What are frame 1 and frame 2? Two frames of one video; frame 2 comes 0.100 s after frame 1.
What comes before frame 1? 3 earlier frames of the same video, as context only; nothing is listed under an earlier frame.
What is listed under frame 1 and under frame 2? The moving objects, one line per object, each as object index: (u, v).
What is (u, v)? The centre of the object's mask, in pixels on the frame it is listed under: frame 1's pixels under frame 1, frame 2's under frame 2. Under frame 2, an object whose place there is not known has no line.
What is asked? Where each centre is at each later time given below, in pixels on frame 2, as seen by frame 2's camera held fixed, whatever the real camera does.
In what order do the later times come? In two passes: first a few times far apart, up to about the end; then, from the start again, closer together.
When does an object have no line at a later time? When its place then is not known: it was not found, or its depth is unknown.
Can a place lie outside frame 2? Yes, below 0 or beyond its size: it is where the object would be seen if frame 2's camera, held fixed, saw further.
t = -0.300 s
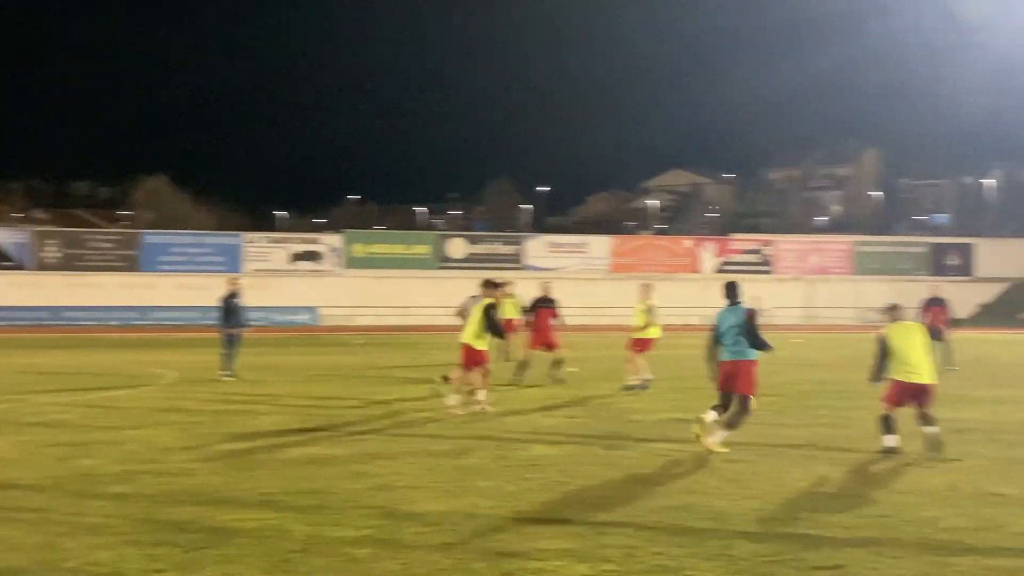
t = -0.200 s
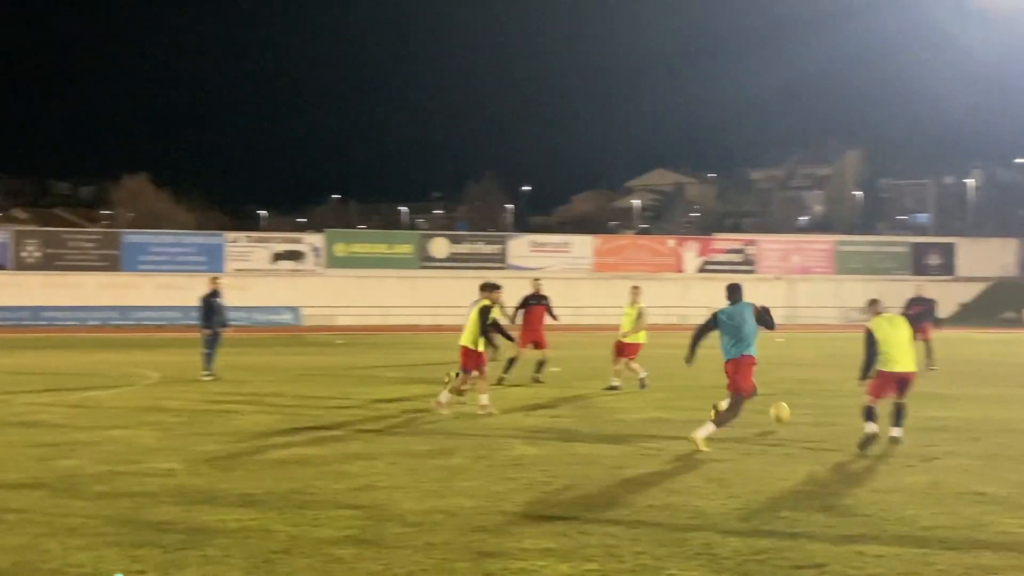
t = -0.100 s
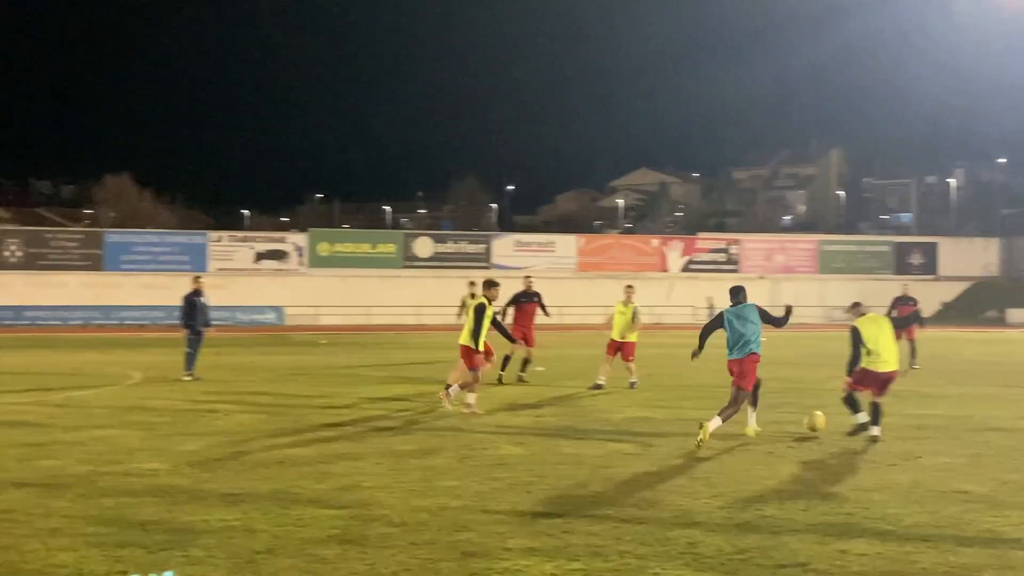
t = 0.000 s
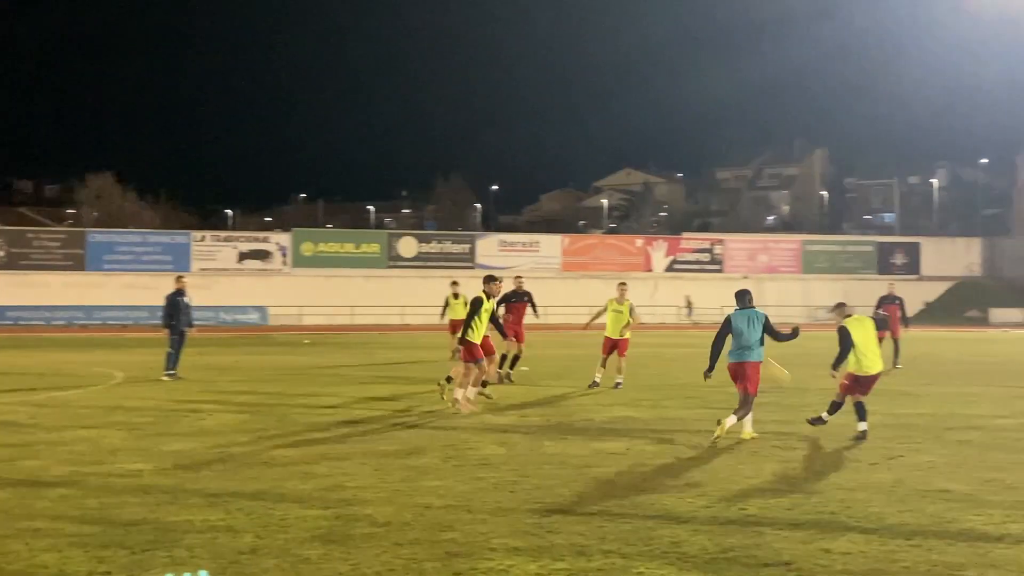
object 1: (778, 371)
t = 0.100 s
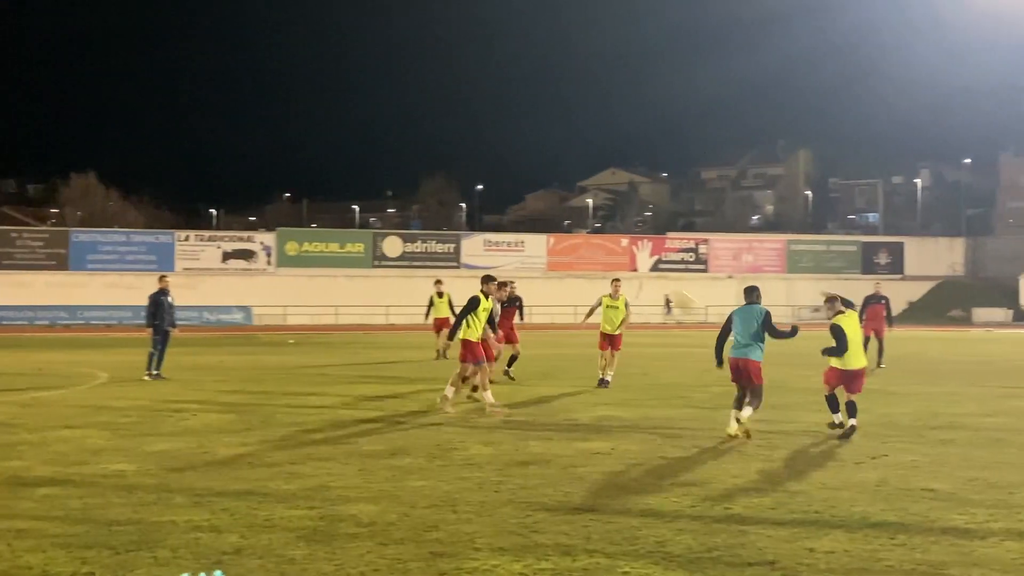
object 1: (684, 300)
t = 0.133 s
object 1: (663, 283)
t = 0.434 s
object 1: (516, 165)
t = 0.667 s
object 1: (443, 127)
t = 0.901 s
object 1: (382, 120)
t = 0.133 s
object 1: (663, 283)
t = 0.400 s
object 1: (529, 173)
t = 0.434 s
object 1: (516, 165)
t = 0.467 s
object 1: (504, 157)
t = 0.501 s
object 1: (491, 150)
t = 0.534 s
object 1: (480, 144)
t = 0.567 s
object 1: (469, 138)
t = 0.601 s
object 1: (459, 134)
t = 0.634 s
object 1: (449, 130)
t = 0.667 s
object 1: (443, 127)
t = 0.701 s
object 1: (432, 125)
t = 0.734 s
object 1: (422, 123)
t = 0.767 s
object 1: (413, 121)
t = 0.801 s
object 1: (405, 120)
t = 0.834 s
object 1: (397, 120)
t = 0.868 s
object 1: (389, 120)
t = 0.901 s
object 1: (382, 120)
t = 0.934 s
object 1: (374, 121)
